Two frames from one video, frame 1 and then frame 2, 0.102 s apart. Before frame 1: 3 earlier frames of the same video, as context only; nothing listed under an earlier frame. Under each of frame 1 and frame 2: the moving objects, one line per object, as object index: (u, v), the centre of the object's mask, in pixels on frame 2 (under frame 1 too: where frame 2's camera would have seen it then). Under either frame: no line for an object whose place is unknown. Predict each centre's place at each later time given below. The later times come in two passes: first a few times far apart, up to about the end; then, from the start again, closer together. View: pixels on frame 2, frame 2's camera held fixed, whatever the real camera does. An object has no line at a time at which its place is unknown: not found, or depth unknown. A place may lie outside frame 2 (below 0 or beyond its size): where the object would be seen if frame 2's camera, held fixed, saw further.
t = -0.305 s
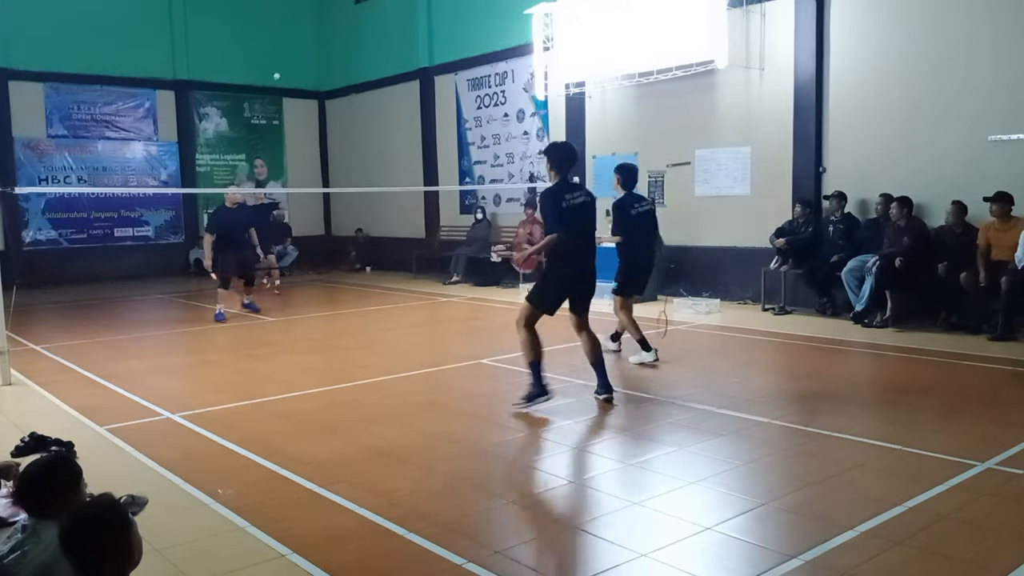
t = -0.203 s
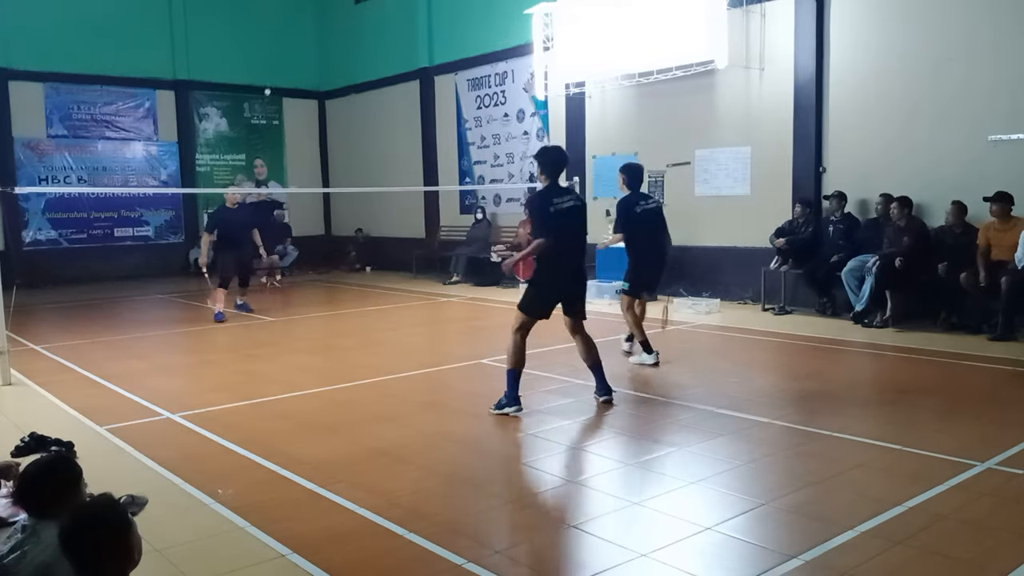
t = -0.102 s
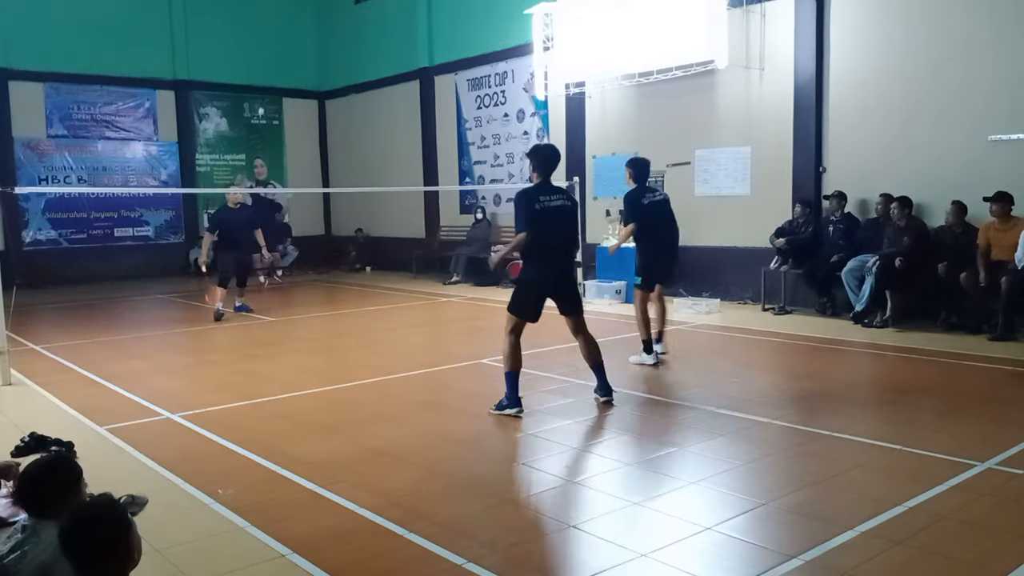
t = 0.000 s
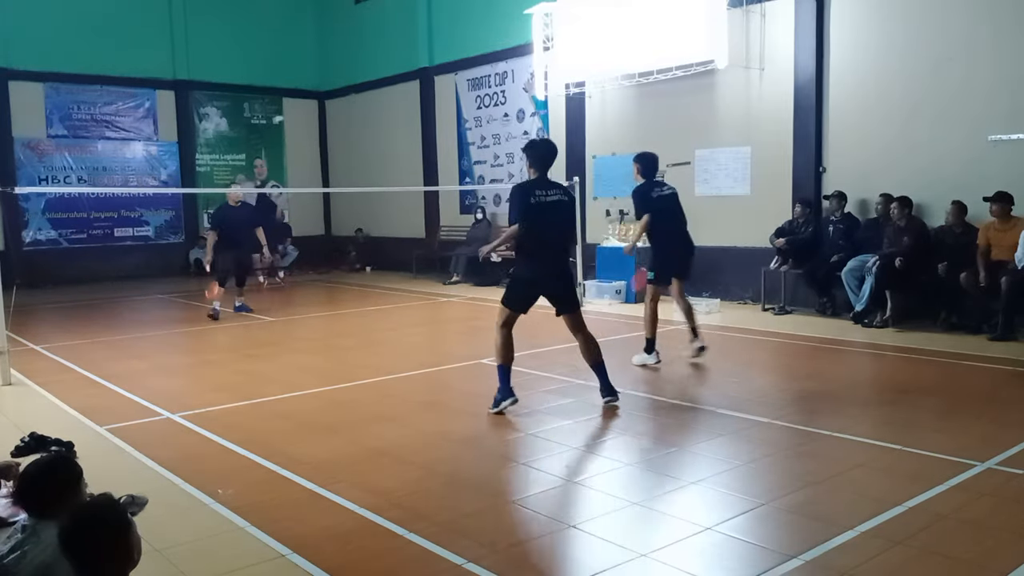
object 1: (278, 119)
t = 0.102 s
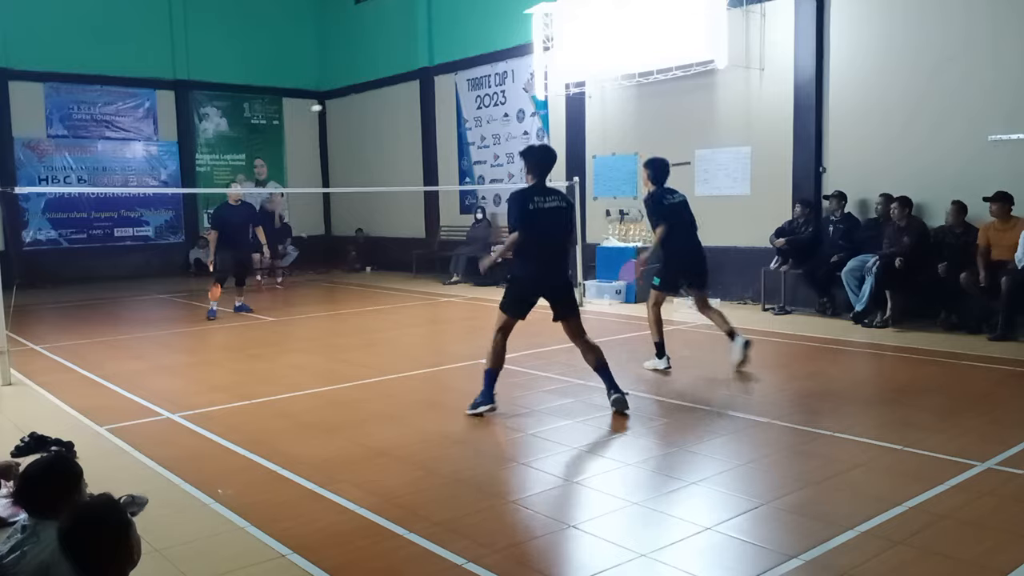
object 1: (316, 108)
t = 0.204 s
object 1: (347, 108)
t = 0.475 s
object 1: (414, 149)
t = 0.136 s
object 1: (327, 107)
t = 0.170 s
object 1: (338, 107)
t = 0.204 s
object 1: (347, 108)
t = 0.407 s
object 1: (399, 132)
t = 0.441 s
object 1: (407, 140)
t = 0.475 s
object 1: (414, 149)
